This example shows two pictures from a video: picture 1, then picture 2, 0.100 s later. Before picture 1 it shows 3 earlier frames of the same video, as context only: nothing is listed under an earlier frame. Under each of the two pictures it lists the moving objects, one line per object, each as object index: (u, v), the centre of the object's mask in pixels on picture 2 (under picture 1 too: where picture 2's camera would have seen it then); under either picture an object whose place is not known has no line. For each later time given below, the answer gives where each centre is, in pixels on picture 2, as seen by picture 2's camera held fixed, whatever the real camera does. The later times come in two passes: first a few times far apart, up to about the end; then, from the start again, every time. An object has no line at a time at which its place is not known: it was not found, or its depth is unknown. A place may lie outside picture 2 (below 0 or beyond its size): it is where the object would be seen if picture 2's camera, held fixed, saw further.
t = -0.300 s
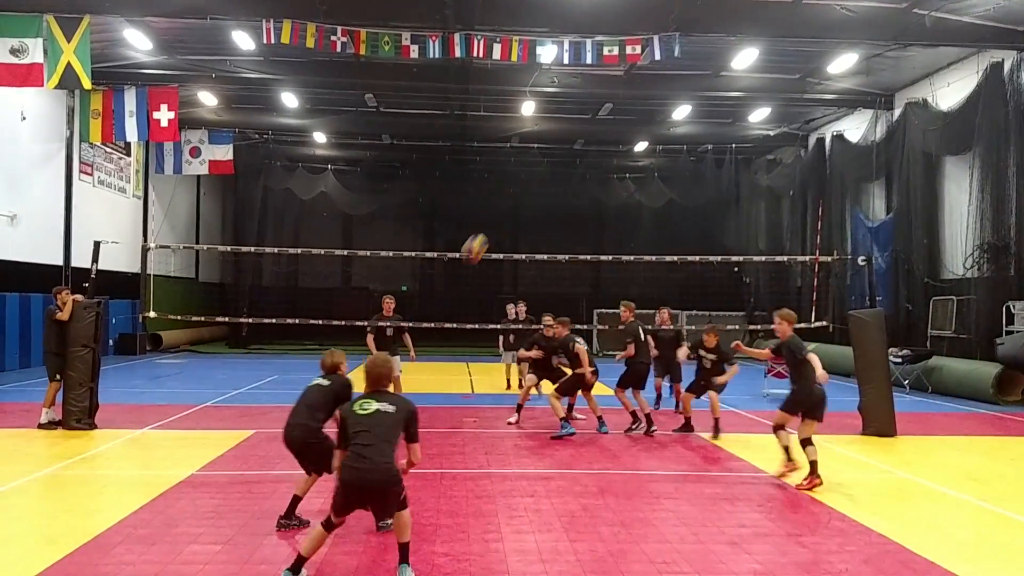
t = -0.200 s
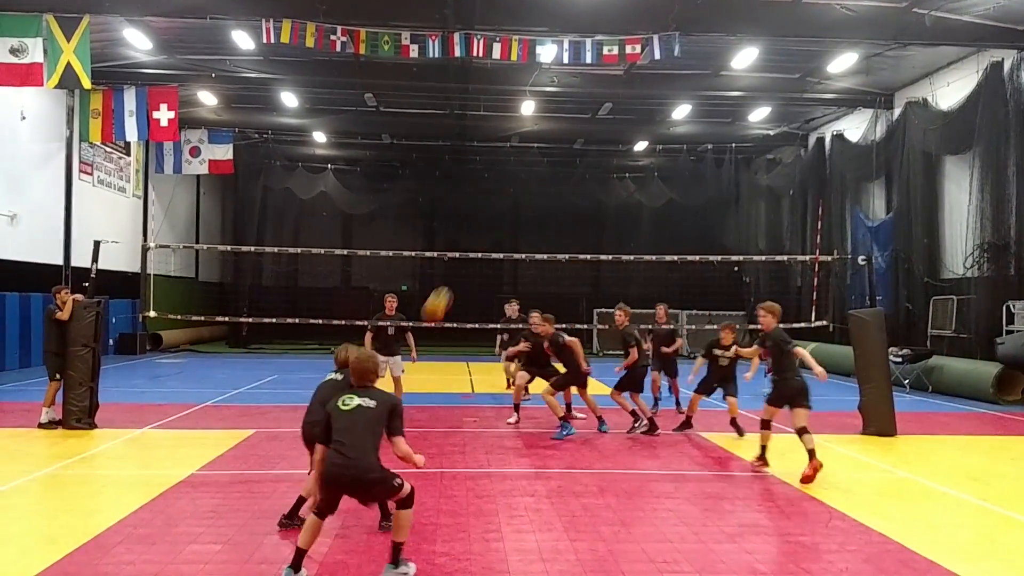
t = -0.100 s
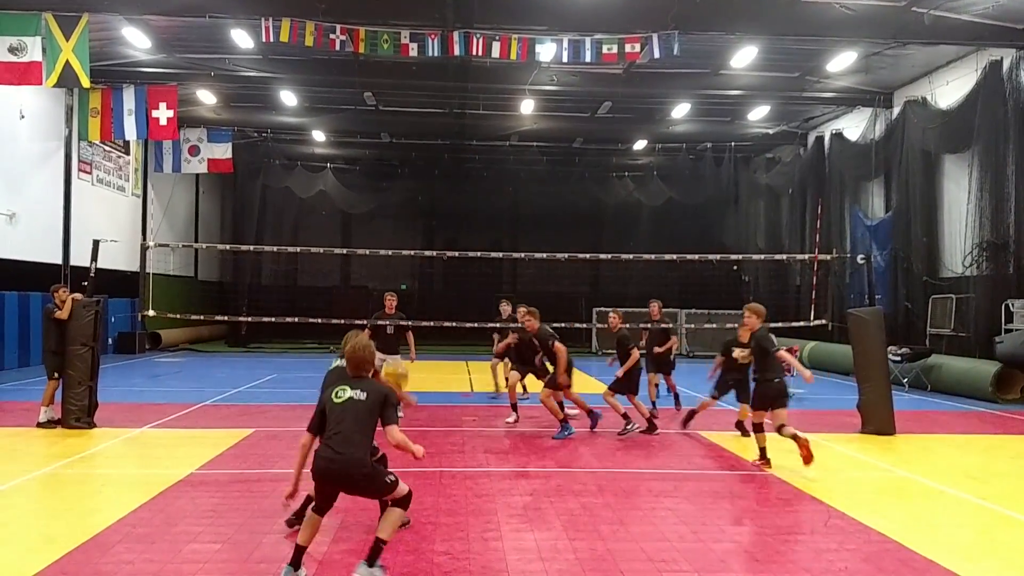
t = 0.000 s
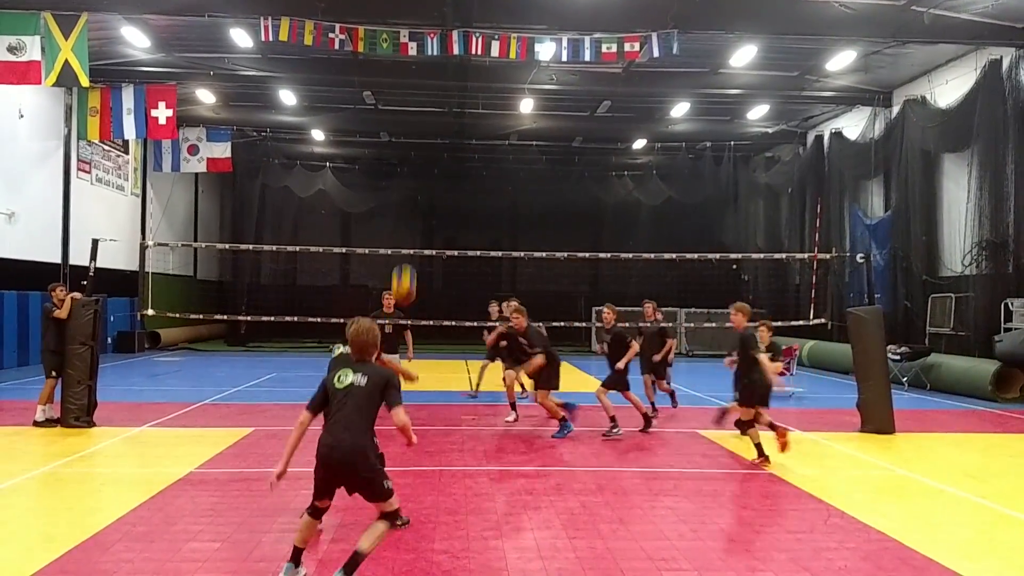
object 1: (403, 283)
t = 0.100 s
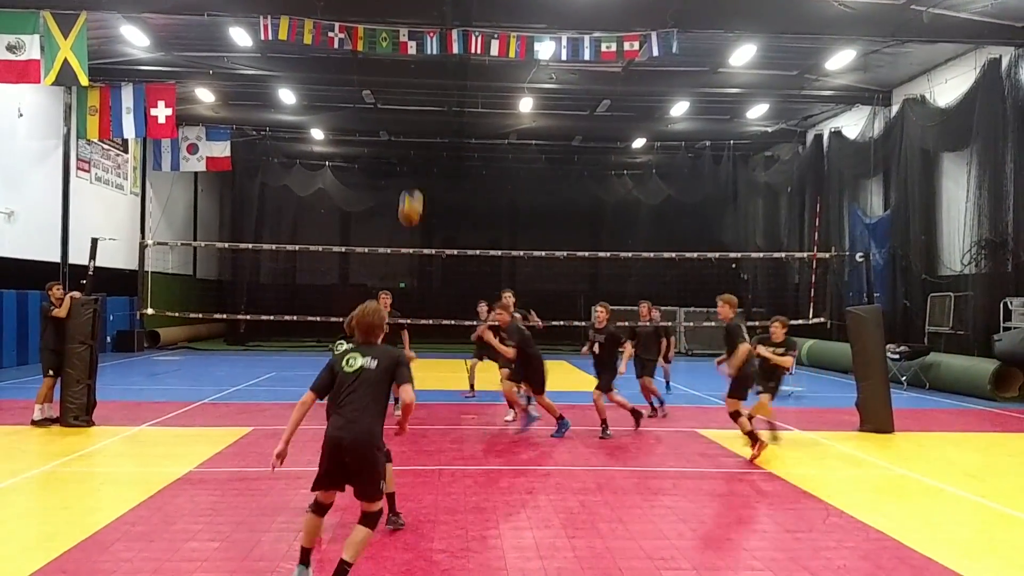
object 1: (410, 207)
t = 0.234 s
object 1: (420, 128)
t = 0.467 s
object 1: (434, 43)
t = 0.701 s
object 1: (446, 19)
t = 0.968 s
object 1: (458, 55)
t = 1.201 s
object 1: (467, 129)
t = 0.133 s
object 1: (413, 185)
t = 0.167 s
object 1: (415, 165)
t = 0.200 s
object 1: (418, 146)
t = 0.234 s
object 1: (420, 128)
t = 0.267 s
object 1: (422, 111)
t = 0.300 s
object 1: (424, 95)
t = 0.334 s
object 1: (426, 84)
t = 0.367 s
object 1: (428, 71)
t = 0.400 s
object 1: (430, 61)
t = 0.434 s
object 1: (432, 52)
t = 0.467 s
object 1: (434, 43)
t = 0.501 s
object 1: (436, 36)
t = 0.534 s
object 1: (438, 31)
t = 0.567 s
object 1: (439, 26)
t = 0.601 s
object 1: (441, 22)
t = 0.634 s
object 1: (443, 21)
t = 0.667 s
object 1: (444, 19)
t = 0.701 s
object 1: (446, 19)
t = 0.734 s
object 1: (447, 20)
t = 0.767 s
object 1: (449, 22)
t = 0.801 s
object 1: (451, 24)
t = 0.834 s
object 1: (452, 28)
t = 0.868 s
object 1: (454, 34)
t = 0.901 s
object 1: (455, 39)
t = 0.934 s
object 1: (457, 47)
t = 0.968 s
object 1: (458, 55)
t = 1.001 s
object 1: (460, 63)
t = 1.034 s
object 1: (461, 72)
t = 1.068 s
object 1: (463, 82)
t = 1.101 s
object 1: (464, 92)
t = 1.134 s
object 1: (465, 104)
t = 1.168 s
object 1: (466, 117)
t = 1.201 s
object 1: (467, 129)
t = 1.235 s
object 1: (469, 144)
